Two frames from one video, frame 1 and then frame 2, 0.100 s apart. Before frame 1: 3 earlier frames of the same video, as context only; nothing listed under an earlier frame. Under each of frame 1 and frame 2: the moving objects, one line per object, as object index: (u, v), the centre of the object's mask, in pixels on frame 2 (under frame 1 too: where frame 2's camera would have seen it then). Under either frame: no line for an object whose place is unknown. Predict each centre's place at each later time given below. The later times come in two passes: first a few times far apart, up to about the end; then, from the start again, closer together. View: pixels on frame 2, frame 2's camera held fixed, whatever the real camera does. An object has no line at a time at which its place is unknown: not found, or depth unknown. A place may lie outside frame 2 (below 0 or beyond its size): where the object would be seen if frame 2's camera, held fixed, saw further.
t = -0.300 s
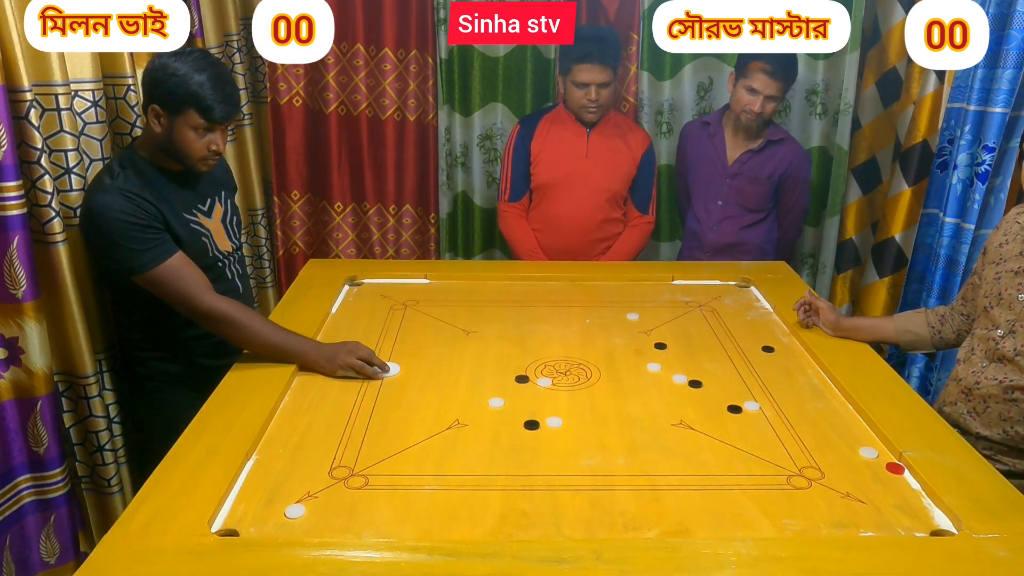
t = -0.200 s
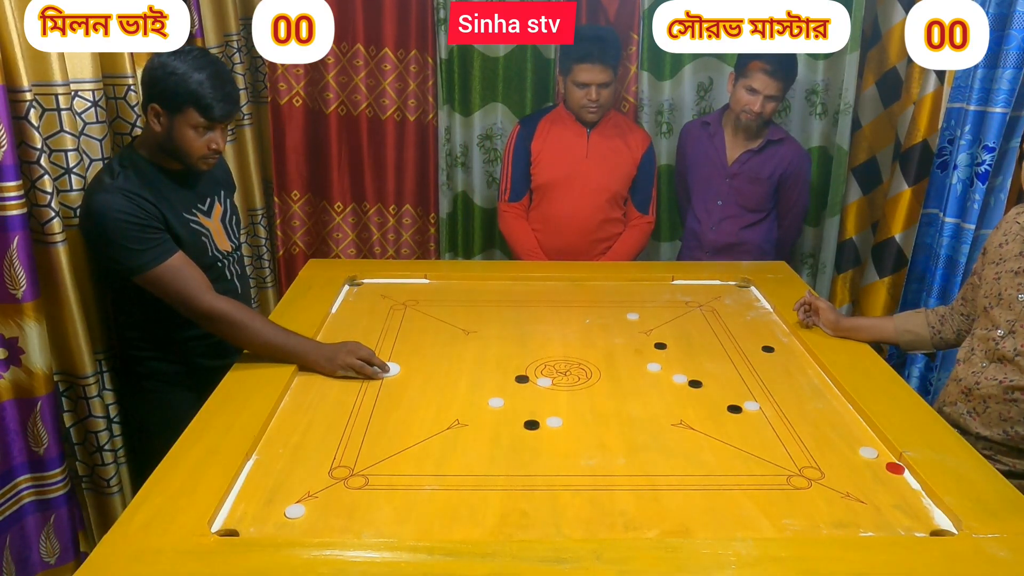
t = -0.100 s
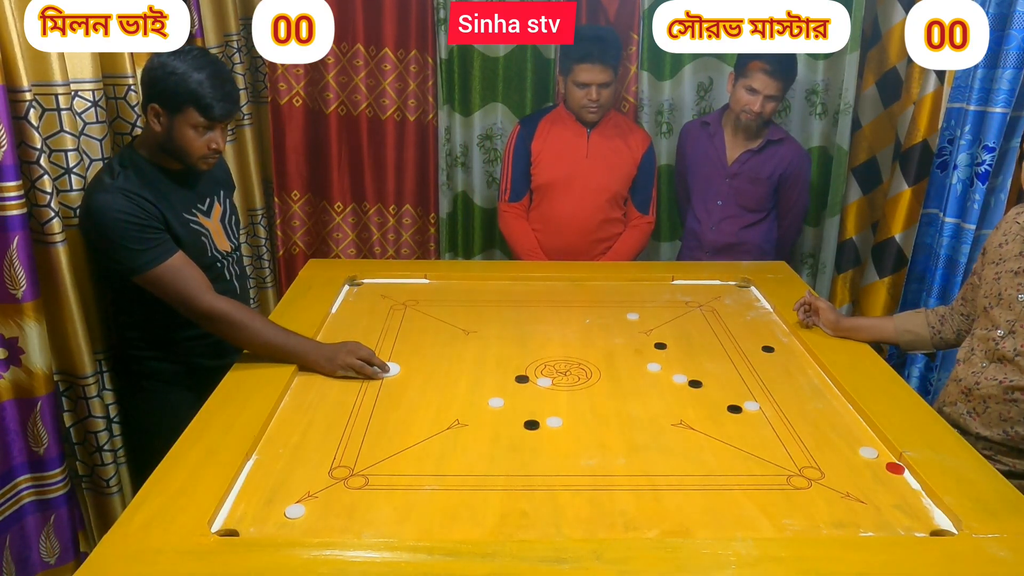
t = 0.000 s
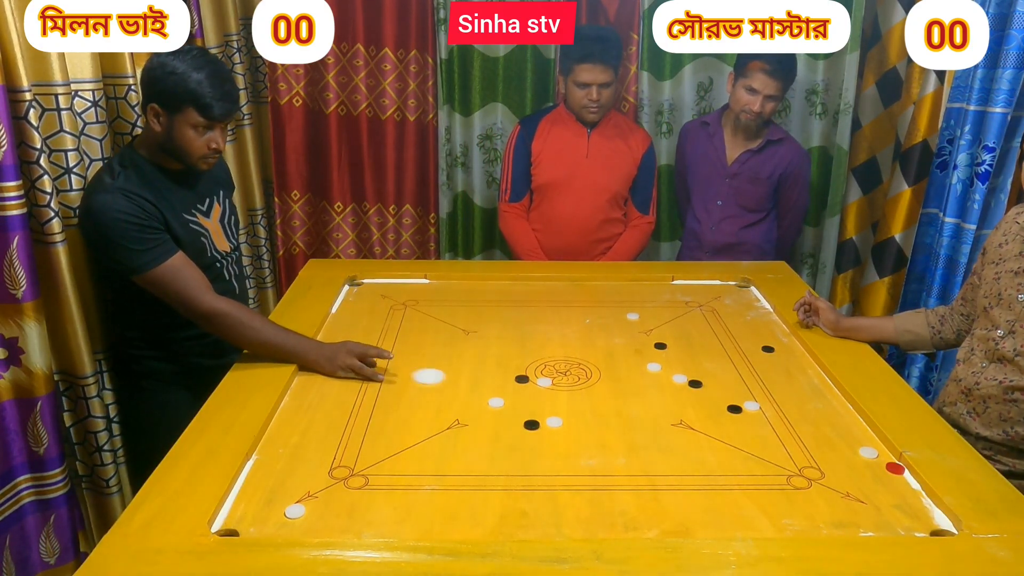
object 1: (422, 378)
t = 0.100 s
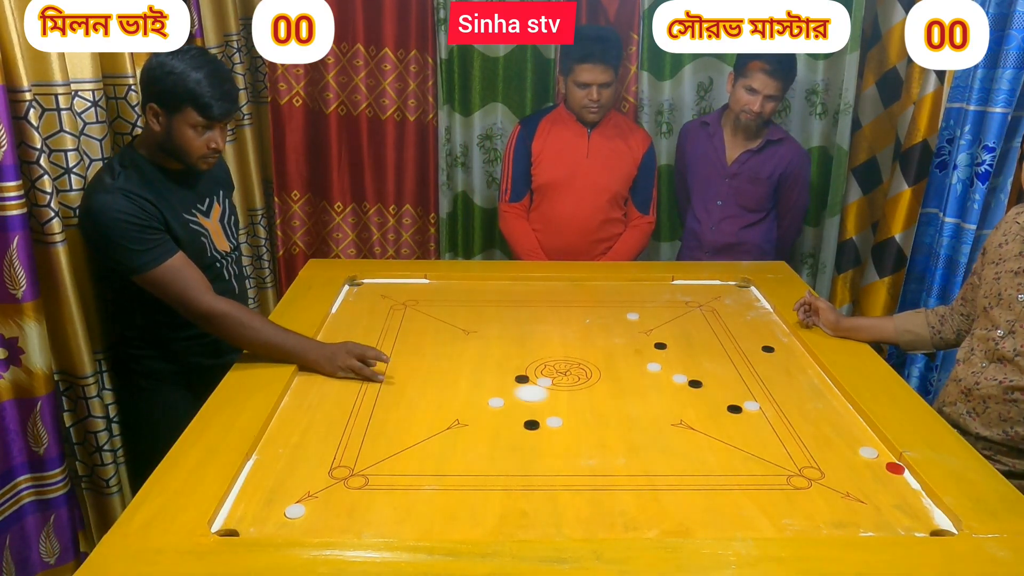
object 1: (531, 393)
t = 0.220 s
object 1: (658, 415)
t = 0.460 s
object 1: (863, 447)
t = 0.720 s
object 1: (849, 442)
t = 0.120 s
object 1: (552, 397)
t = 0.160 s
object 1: (594, 404)
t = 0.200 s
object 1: (637, 411)
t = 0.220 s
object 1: (658, 415)
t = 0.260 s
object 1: (700, 422)
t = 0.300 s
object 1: (743, 430)
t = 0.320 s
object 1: (765, 433)
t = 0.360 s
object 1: (809, 441)
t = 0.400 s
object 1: (848, 448)
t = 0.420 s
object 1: (856, 448)
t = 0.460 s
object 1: (863, 447)
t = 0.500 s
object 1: (868, 446)
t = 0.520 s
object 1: (865, 445)
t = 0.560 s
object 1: (859, 444)
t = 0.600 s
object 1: (855, 443)
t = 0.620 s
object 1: (853, 443)
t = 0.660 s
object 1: (851, 442)
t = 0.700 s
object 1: (849, 442)
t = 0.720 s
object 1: (849, 442)
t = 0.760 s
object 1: (849, 442)
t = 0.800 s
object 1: (849, 442)
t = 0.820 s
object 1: (849, 442)
